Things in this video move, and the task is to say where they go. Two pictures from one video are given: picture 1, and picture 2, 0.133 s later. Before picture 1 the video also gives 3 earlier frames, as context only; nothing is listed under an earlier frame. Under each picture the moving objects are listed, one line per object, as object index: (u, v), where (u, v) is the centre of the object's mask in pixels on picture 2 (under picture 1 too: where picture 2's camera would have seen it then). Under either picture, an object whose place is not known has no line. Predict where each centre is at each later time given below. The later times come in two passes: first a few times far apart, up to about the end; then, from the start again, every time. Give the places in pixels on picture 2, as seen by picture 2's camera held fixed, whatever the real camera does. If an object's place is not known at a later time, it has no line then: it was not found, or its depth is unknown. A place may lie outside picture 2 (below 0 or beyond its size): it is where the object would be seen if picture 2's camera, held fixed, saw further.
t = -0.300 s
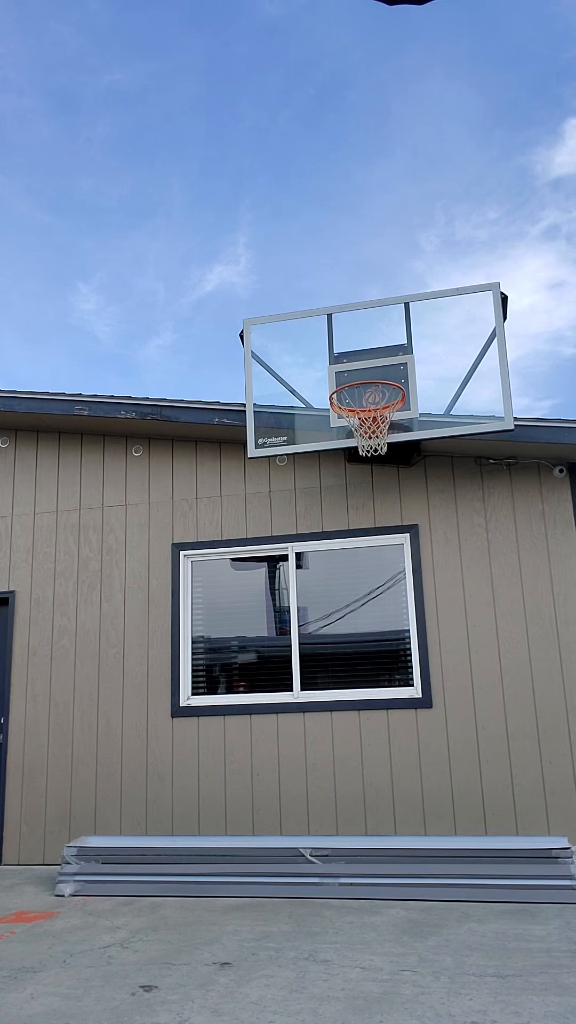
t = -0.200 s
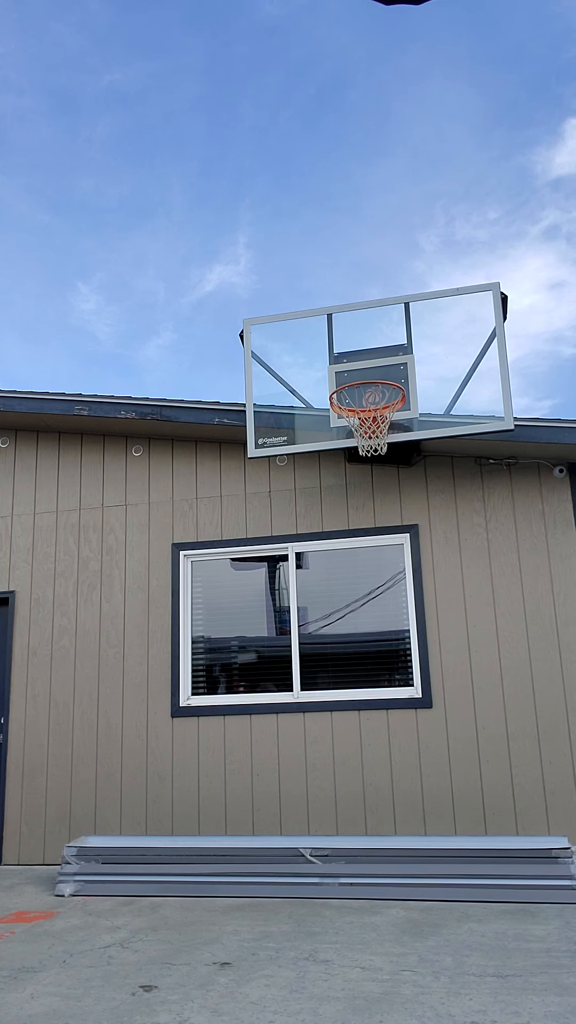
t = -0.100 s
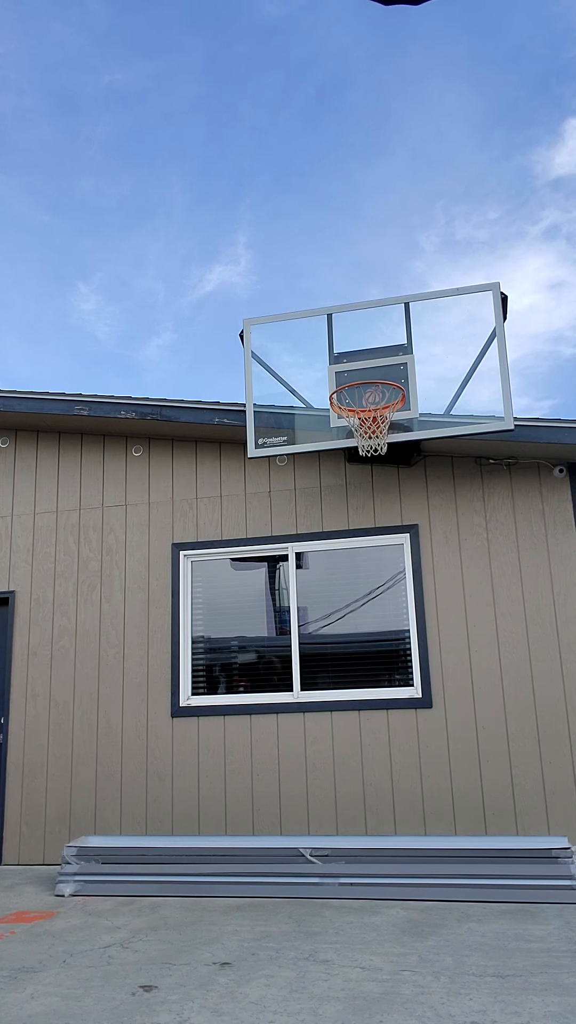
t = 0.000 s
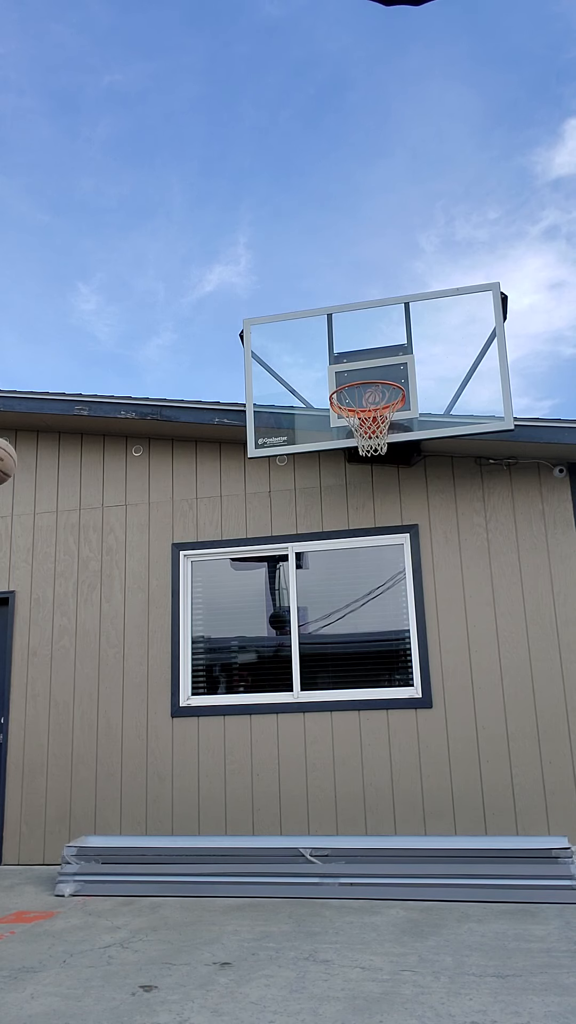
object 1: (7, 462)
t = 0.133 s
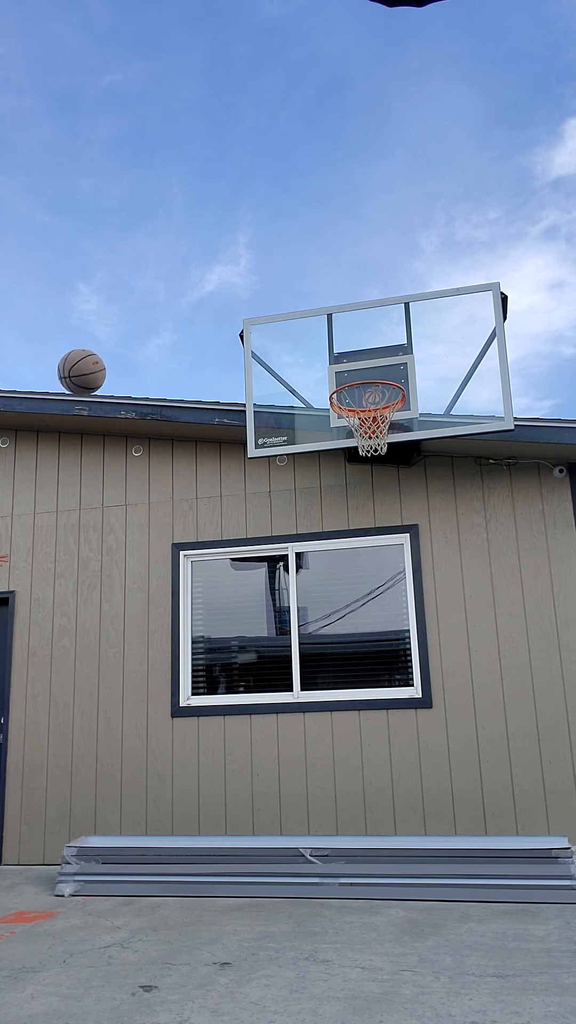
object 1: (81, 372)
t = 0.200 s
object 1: (121, 345)
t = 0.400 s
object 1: (220, 319)
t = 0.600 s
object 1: (303, 354)
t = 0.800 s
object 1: (309, 351)
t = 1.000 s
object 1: (284, 356)
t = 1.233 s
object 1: (255, 433)
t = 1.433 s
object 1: (232, 566)
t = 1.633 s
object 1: (209, 778)
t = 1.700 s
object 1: (202, 872)
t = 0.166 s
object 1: (102, 357)
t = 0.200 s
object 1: (121, 345)
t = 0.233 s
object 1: (139, 336)
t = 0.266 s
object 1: (156, 328)
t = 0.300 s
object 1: (173, 323)
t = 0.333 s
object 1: (189, 320)
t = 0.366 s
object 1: (205, 318)
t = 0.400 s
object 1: (220, 319)
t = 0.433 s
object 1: (235, 321)
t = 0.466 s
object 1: (249, 325)
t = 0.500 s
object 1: (263, 330)
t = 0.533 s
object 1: (276, 336)
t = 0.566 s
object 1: (290, 345)
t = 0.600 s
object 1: (303, 354)
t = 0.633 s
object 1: (315, 365)
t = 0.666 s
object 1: (327, 377)
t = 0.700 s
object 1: (323, 369)
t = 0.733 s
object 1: (318, 361)
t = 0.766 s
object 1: (314, 355)
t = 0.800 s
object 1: (309, 351)
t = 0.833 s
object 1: (305, 348)
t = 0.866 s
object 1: (300, 347)
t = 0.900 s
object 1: (296, 347)
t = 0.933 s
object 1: (292, 349)
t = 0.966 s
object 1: (288, 352)
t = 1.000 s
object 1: (284, 356)
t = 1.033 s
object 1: (279, 363)
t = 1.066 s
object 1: (275, 371)
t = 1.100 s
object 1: (271, 380)
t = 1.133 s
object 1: (267, 390)
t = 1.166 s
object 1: (264, 403)
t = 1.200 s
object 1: (259, 417)
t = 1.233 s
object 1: (255, 433)
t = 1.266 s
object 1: (251, 451)
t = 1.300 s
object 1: (248, 470)
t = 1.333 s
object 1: (244, 491)
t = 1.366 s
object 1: (240, 514)
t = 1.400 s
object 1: (236, 539)
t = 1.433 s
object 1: (232, 566)
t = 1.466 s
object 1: (228, 595)
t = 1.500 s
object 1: (224, 627)
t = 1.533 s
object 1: (220, 661)
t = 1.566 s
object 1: (217, 697)
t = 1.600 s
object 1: (213, 736)
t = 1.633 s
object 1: (209, 778)
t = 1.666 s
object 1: (206, 824)
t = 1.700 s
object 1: (202, 872)
